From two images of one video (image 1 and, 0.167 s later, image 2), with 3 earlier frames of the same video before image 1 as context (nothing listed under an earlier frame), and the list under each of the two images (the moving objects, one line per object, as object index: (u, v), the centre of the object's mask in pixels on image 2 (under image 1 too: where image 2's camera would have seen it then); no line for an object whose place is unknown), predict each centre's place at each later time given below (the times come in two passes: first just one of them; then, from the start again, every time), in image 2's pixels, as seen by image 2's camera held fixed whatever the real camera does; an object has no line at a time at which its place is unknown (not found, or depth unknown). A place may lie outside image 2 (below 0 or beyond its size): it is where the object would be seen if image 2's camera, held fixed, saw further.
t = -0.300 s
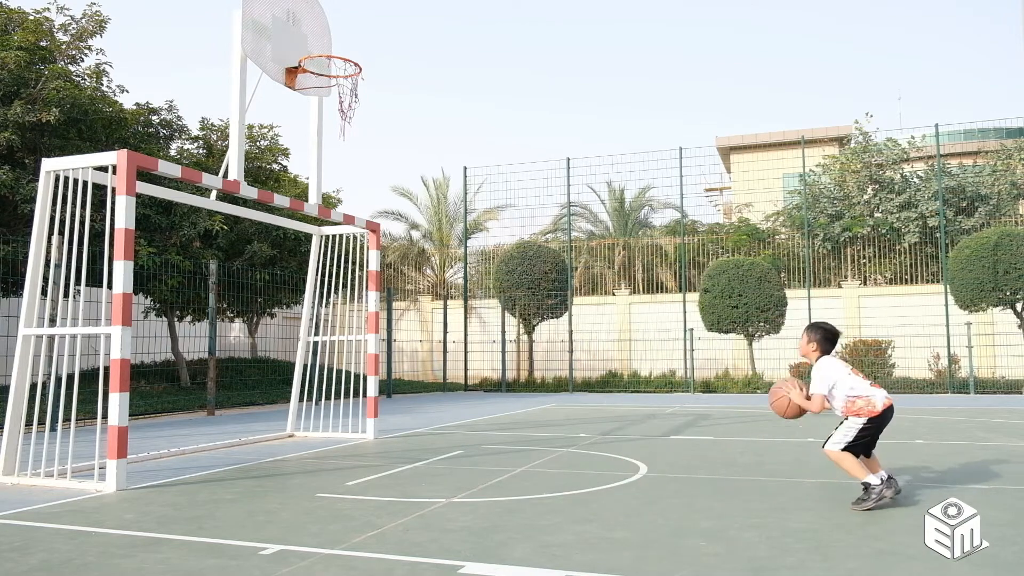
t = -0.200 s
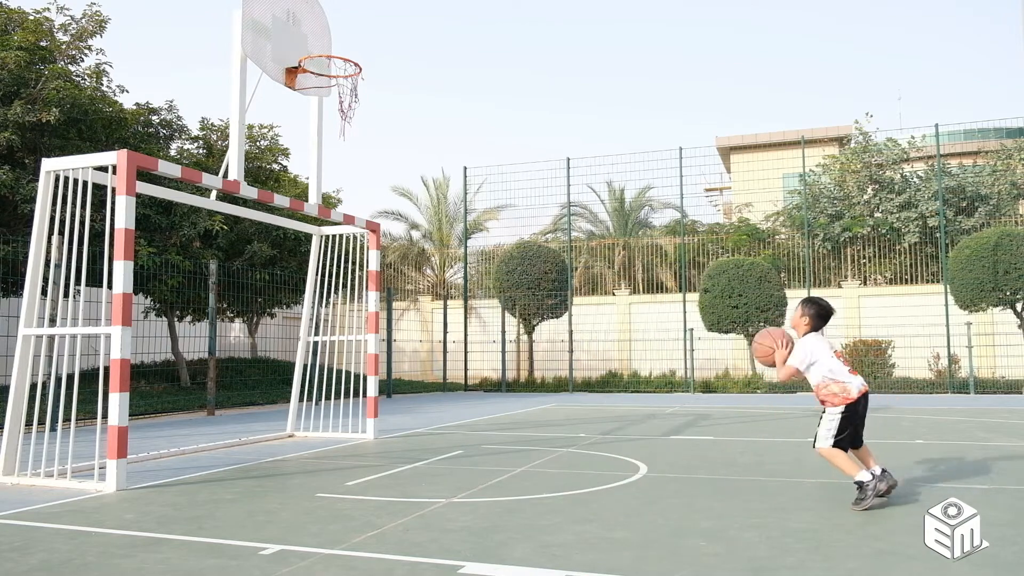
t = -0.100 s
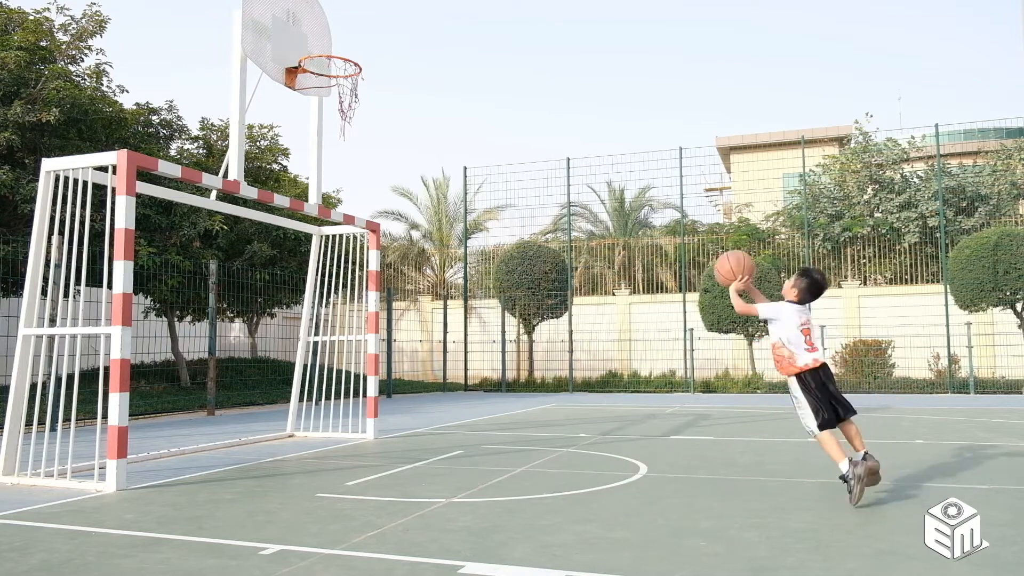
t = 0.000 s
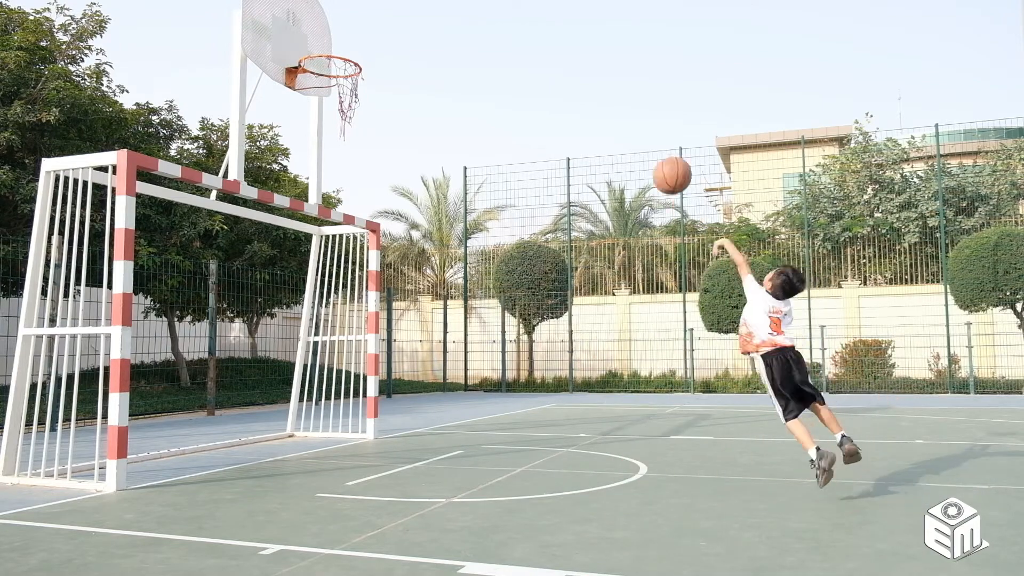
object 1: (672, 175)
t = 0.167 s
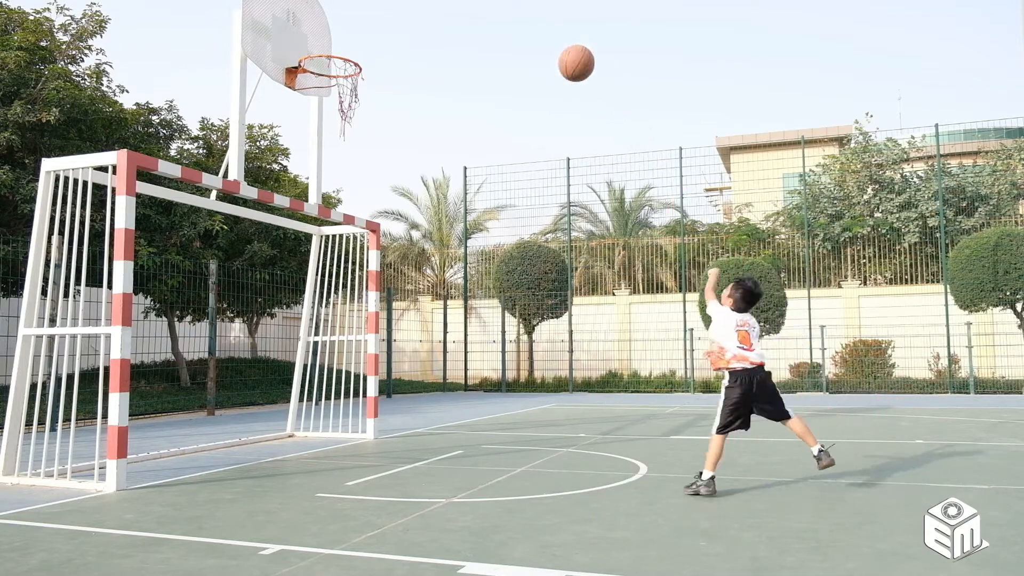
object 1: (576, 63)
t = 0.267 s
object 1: (526, 20)
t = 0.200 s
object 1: (559, 47)
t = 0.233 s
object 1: (542, 33)
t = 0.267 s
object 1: (526, 20)
